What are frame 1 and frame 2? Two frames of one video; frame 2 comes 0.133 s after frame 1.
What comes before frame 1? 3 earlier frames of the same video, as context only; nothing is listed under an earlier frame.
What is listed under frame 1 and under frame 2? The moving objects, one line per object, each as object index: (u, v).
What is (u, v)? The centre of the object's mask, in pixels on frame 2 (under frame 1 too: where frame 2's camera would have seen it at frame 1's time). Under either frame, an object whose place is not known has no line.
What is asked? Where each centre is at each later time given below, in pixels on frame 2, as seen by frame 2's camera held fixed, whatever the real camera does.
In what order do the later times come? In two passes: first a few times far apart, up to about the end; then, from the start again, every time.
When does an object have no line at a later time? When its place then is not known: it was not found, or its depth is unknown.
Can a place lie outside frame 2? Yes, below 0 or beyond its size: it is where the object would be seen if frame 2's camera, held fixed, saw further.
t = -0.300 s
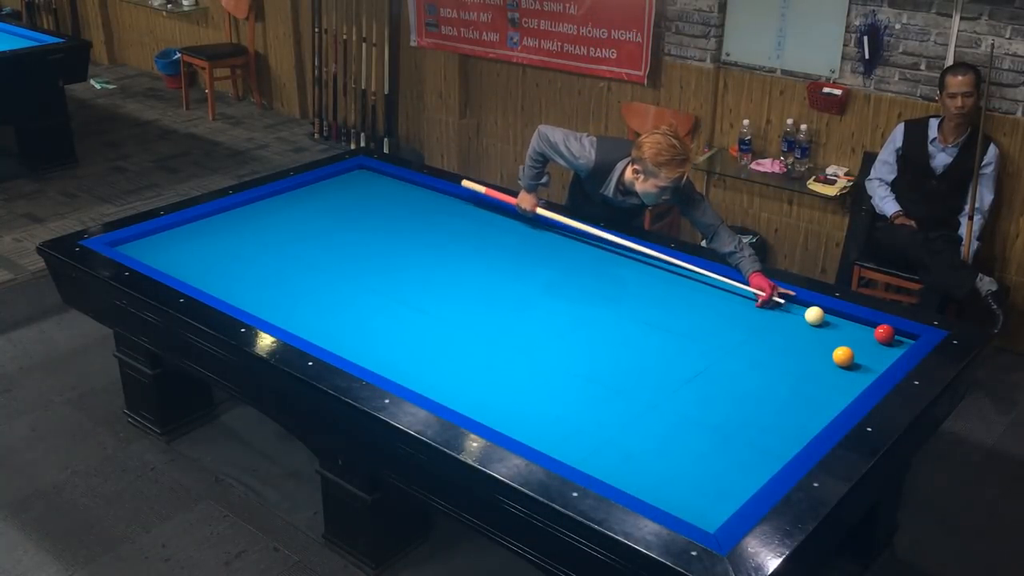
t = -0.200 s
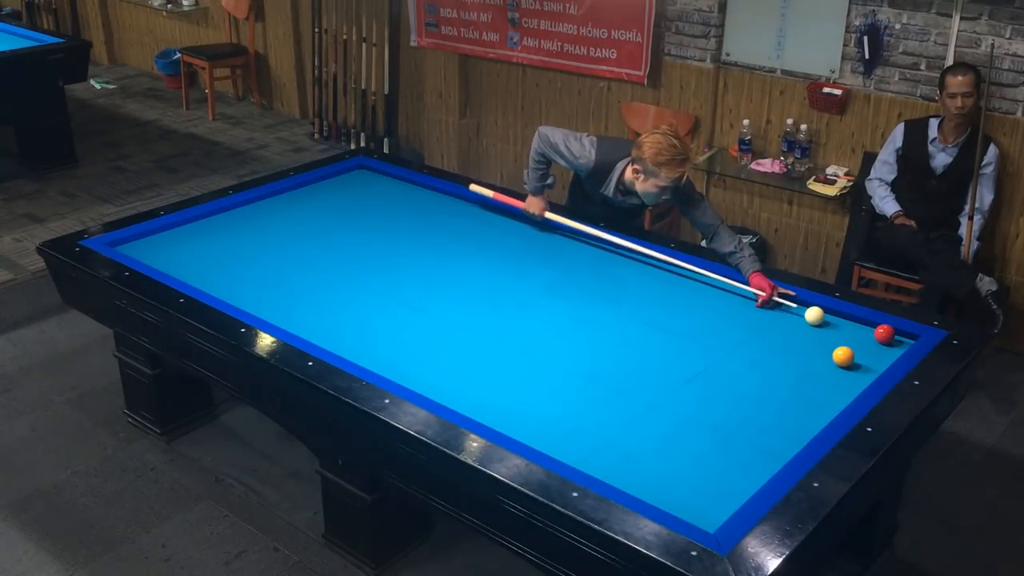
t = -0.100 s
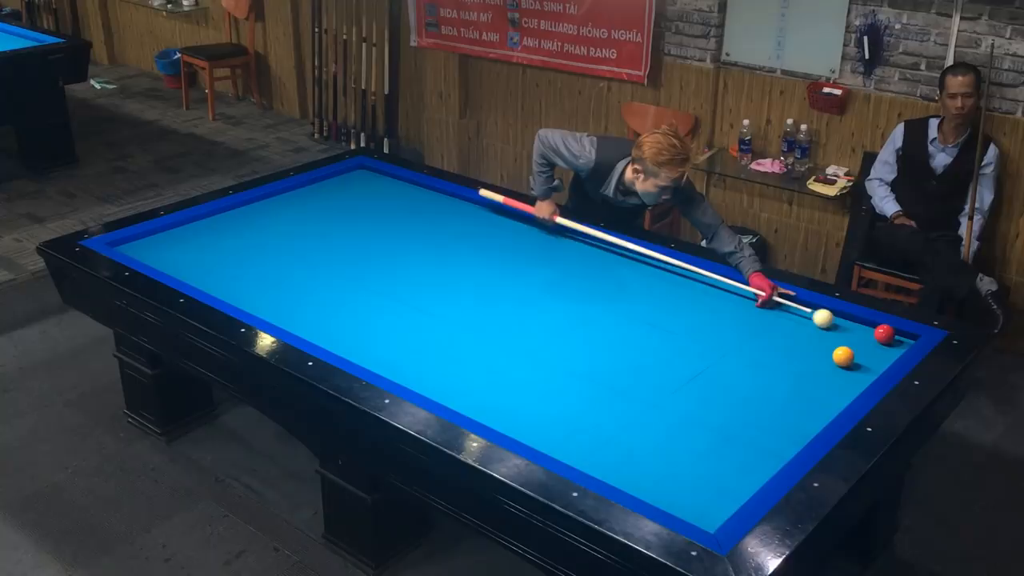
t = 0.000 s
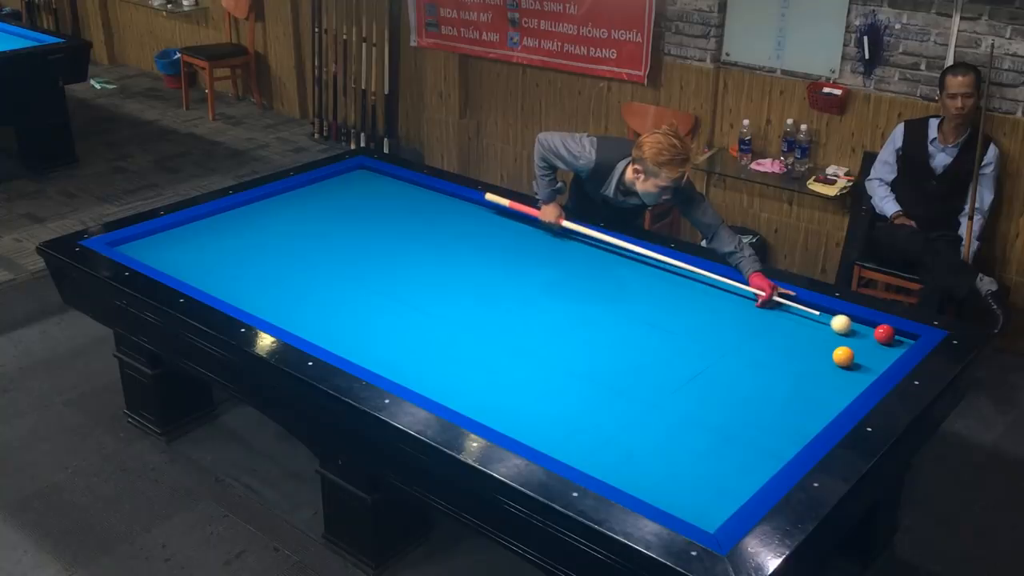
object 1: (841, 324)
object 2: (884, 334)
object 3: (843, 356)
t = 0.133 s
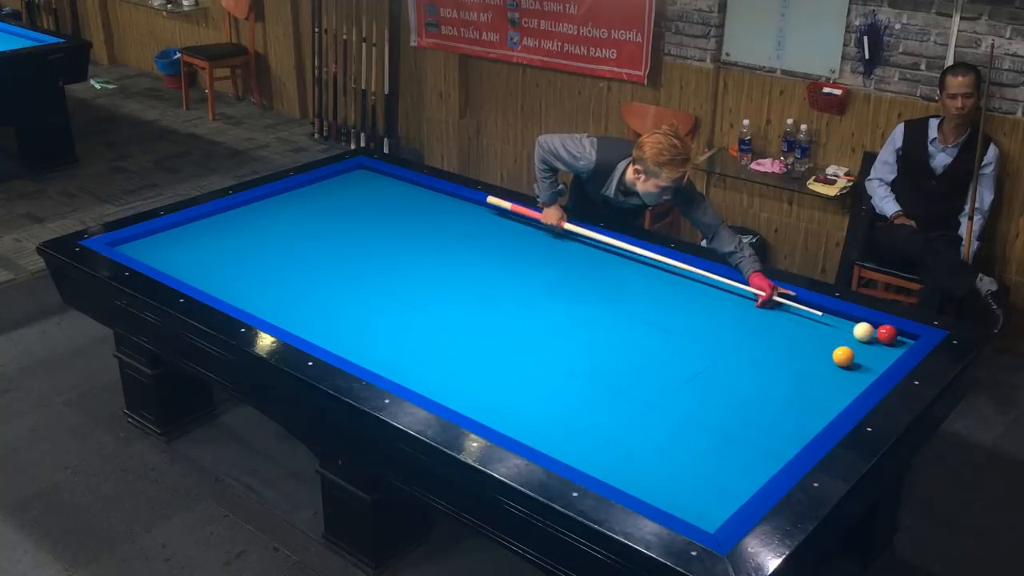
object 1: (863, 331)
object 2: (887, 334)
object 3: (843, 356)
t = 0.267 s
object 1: (868, 337)
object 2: (904, 336)
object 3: (843, 356)
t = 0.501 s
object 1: (879, 346)
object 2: (897, 337)
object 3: (843, 356)
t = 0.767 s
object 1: (887, 355)
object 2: (882, 335)
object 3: (843, 356)
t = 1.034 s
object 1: (876, 355)
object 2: (868, 335)
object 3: (843, 356)
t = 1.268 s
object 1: (866, 355)
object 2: (857, 334)
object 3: (843, 356)
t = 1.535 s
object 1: (862, 355)
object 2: (846, 334)
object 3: (839, 356)
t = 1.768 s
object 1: (862, 355)
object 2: (838, 333)
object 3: (835, 357)
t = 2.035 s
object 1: (861, 355)
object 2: (829, 332)
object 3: (831, 357)
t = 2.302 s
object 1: (861, 355)
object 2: (821, 332)
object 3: (829, 357)
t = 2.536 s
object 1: (862, 355)
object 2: (816, 332)
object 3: (828, 356)
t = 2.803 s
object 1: (861, 355)
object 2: (811, 332)
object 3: (828, 356)
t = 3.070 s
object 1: (861, 355)
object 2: (808, 332)
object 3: (828, 356)
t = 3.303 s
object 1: (862, 355)
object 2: (806, 332)
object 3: (828, 356)
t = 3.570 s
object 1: (861, 355)
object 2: (804, 331)
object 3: (828, 356)
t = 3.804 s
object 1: (861, 355)
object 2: (804, 331)
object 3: (828, 356)
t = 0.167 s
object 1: (864, 333)
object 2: (892, 335)
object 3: (843, 356)
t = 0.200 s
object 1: (865, 334)
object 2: (896, 335)
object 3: (843, 356)
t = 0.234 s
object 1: (867, 336)
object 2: (900, 336)
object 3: (843, 356)
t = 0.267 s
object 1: (868, 337)
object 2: (904, 336)
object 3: (843, 356)
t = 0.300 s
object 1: (870, 338)
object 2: (907, 337)
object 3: (843, 356)
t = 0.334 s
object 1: (871, 339)
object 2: (906, 337)
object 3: (843, 356)
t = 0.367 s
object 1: (873, 341)
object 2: (905, 337)
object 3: (843, 356)
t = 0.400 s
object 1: (874, 342)
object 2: (903, 337)
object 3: (843, 356)
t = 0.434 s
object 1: (876, 343)
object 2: (901, 337)
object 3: (843, 356)
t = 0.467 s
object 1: (877, 345)
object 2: (899, 337)
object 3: (843, 356)
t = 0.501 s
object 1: (879, 346)
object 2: (897, 337)
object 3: (843, 356)
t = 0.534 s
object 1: (880, 347)
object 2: (895, 336)
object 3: (843, 356)
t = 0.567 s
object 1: (881, 348)
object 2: (893, 336)
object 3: (843, 356)
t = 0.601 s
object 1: (883, 350)
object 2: (892, 335)
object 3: (843, 356)
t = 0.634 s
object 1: (885, 351)
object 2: (889, 335)
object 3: (843, 356)
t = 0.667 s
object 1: (886, 352)
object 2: (887, 335)
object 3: (843, 356)
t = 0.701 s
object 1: (887, 353)
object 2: (885, 335)
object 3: (843, 356)
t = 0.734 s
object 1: (888, 354)
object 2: (883, 335)
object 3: (843, 356)
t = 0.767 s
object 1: (887, 355)
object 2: (882, 335)
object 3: (843, 356)
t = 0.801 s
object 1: (886, 355)
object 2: (880, 335)
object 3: (843, 356)
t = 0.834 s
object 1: (885, 355)
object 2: (878, 335)
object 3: (843, 356)
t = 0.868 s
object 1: (883, 355)
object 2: (876, 335)
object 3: (843, 356)
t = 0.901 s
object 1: (882, 355)
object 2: (875, 335)
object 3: (843, 356)
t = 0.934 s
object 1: (880, 355)
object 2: (873, 335)
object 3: (843, 356)
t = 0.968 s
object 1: (878, 355)
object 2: (871, 335)
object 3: (843, 356)
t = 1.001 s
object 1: (877, 355)
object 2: (870, 335)
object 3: (843, 356)
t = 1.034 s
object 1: (876, 355)
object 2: (868, 335)
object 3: (843, 356)
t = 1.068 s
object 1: (874, 355)
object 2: (866, 335)
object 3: (843, 356)
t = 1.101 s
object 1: (873, 355)
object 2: (865, 335)
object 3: (843, 356)
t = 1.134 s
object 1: (871, 355)
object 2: (863, 335)
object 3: (843, 356)
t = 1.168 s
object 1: (870, 355)
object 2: (862, 335)
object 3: (843, 356)
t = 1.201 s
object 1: (869, 355)
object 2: (860, 334)
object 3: (843, 356)
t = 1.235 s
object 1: (867, 355)
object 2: (859, 334)
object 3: (843, 356)
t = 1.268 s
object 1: (866, 355)
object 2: (857, 334)
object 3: (843, 356)
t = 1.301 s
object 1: (865, 355)
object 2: (856, 334)
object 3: (843, 356)
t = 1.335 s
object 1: (864, 355)
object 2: (855, 334)
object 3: (843, 356)
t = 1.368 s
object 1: (863, 355)
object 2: (853, 334)
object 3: (842, 356)
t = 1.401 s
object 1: (863, 355)
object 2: (852, 334)
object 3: (842, 356)
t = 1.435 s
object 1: (863, 355)
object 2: (850, 334)
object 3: (841, 356)
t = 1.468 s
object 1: (863, 355)
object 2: (849, 334)
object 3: (840, 356)
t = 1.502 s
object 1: (862, 355)
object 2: (847, 334)
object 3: (840, 356)
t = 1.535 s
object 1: (862, 355)
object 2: (846, 334)
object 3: (839, 356)
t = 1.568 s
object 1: (862, 355)
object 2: (845, 334)
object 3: (838, 356)
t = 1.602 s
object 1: (862, 355)
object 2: (844, 333)
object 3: (838, 356)
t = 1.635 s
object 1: (862, 355)
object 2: (842, 333)
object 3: (837, 357)
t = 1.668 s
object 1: (862, 355)
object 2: (841, 333)
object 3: (837, 357)
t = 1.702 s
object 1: (862, 355)
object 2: (840, 333)
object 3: (836, 357)
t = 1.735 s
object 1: (862, 355)
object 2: (839, 333)
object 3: (836, 357)
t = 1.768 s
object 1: (862, 355)
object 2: (838, 333)
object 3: (835, 357)
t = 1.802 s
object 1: (862, 355)
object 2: (836, 333)
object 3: (834, 357)
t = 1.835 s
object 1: (862, 355)
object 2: (835, 333)
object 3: (834, 357)
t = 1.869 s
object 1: (862, 355)
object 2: (834, 333)
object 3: (833, 357)
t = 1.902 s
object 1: (862, 355)
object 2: (833, 333)
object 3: (833, 357)
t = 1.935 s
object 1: (861, 355)
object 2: (832, 333)
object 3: (832, 357)
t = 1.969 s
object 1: (861, 355)
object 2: (831, 333)
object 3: (832, 357)
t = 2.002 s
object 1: (861, 355)
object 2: (830, 332)
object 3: (832, 357)
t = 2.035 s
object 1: (861, 355)
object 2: (829, 332)
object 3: (831, 357)
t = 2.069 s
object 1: (861, 355)
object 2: (828, 332)
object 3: (831, 357)
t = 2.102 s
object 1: (861, 355)
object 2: (827, 332)
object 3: (830, 357)
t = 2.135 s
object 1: (861, 355)
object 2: (826, 332)
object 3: (830, 357)
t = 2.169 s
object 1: (861, 355)
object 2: (825, 332)
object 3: (830, 357)
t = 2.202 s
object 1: (861, 355)
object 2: (824, 332)
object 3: (829, 357)
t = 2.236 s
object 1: (861, 355)
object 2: (823, 332)
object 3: (829, 357)
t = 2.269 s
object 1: (861, 355)
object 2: (822, 332)
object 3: (829, 357)
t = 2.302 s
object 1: (861, 355)
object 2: (821, 332)
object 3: (829, 357)
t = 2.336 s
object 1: (861, 355)
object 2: (821, 332)
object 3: (828, 357)
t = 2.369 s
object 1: (861, 355)
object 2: (820, 332)
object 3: (828, 357)
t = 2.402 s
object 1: (862, 355)
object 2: (819, 332)
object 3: (828, 356)
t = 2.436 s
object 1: (862, 355)
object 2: (818, 332)
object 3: (828, 356)
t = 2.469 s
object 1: (862, 355)
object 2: (818, 332)
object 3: (828, 356)
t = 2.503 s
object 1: (861, 355)
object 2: (817, 332)
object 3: (828, 356)
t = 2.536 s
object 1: (862, 355)
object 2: (816, 332)
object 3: (828, 356)
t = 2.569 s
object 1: (861, 355)
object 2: (815, 332)
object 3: (828, 356)
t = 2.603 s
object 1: (861, 355)
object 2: (815, 332)
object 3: (828, 356)
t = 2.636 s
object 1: (861, 355)
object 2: (814, 332)
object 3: (828, 356)
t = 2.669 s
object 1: (862, 355)
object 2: (814, 332)
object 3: (828, 356)
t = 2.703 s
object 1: (861, 355)
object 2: (813, 332)
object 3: (828, 356)
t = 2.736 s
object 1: (861, 355)
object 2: (812, 332)
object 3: (828, 356)
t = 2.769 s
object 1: (861, 355)
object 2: (812, 332)
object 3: (828, 356)
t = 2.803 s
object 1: (861, 355)
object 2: (811, 332)
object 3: (828, 356)
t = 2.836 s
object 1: (861, 355)
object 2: (811, 332)
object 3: (828, 356)
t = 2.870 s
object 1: (861, 355)
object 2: (810, 332)
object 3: (828, 356)
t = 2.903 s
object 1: (861, 355)
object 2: (810, 332)
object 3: (828, 356)
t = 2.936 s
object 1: (861, 355)
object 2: (810, 332)
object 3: (828, 356)
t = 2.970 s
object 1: (861, 355)
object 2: (809, 332)
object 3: (828, 356)
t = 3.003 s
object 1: (861, 355)
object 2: (809, 332)
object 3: (828, 356)
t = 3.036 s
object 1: (861, 355)
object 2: (808, 332)
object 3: (828, 356)
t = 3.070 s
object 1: (861, 355)
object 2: (808, 332)
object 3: (828, 356)
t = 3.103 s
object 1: (861, 355)
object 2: (808, 332)
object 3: (828, 356)
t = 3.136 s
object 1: (861, 355)
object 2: (807, 332)
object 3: (828, 356)
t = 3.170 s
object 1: (861, 355)
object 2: (807, 332)
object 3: (828, 356)
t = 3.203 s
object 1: (861, 355)
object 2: (807, 332)
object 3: (828, 356)
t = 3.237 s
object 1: (861, 355)
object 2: (806, 332)
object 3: (828, 356)
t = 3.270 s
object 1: (862, 355)
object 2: (806, 332)
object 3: (828, 356)
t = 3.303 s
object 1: (862, 355)
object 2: (806, 332)
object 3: (828, 356)
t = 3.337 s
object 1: (862, 355)
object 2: (806, 332)
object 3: (828, 356)
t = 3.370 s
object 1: (862, 355)
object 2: (805, 331)
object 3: (828, 356)
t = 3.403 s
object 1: (862, 355)
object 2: (805, 331)
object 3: (828, 356)
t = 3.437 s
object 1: (862, 355)
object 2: (805, 331)
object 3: (828, 356)
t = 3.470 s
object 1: (862, 355)
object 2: (805, 331)
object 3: (828, 356)
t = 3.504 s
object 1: (861, 355)
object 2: (805, 331)
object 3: (828, 356)
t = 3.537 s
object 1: (862, 355)
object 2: (805, 331)
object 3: (828, 356)
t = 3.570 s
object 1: (861, 355)
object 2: (804, 331)
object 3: (828, 356)
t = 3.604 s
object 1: (861, 355)
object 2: (804, 331)
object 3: (828, 356)
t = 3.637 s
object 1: (861, 355)
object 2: (804, 331)
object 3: (828, 356)
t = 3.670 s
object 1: (861, 355)
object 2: (804, 331)
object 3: (828, 356)
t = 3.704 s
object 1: (861, 355)
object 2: (804, 331)
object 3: (828, 356)
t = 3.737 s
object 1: (861, 355)
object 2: (804, 331)
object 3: (828, 356)
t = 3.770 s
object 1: (861, 355)
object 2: (804, 331)
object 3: (828, 356)
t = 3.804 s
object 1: (861, 355)
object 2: (804, 331)
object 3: (828, 356)
